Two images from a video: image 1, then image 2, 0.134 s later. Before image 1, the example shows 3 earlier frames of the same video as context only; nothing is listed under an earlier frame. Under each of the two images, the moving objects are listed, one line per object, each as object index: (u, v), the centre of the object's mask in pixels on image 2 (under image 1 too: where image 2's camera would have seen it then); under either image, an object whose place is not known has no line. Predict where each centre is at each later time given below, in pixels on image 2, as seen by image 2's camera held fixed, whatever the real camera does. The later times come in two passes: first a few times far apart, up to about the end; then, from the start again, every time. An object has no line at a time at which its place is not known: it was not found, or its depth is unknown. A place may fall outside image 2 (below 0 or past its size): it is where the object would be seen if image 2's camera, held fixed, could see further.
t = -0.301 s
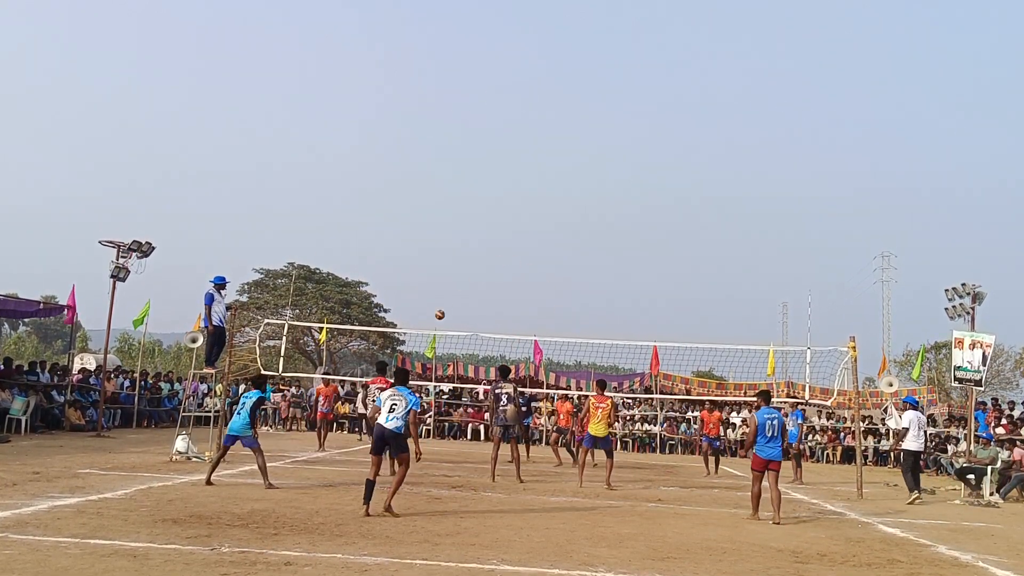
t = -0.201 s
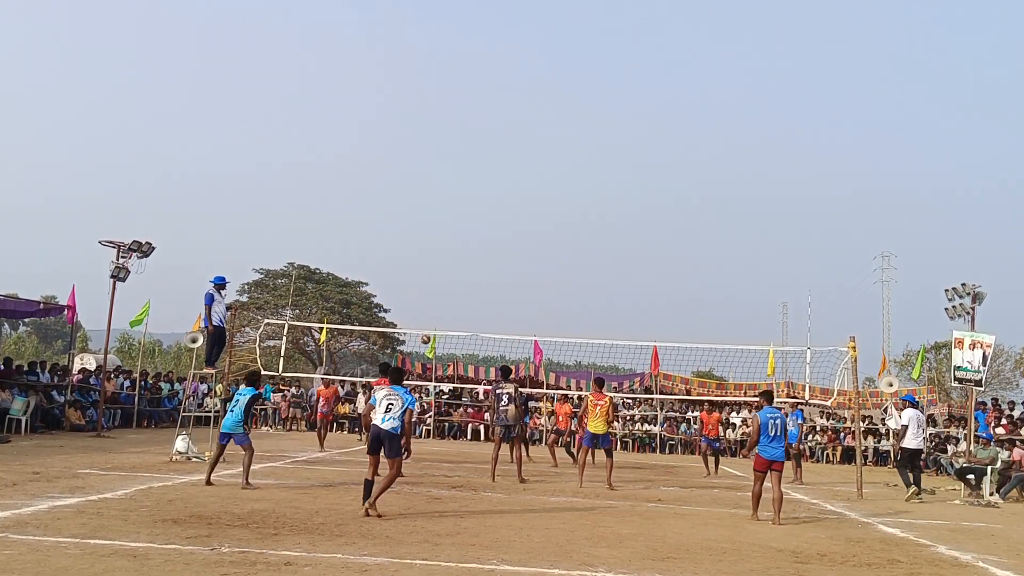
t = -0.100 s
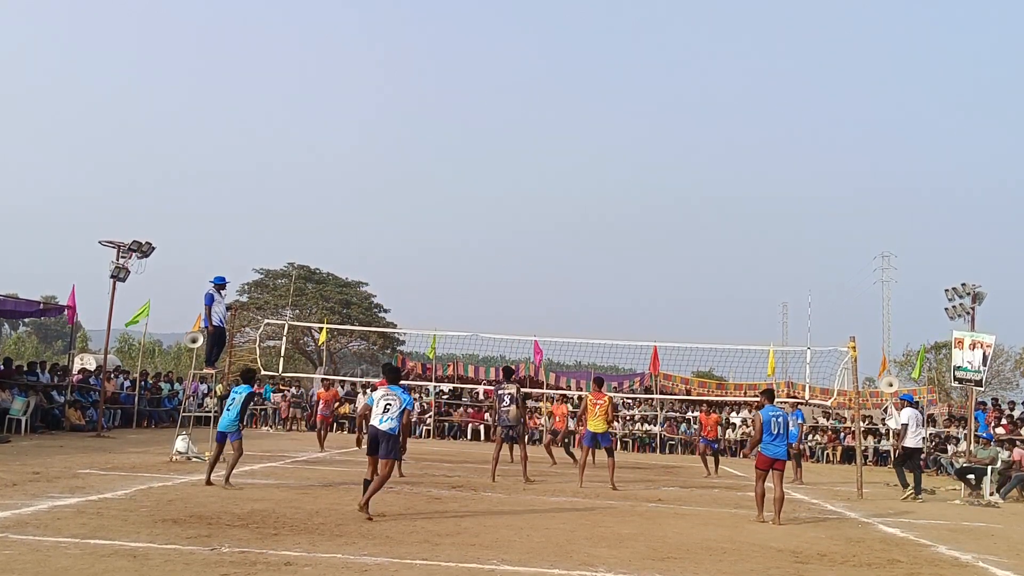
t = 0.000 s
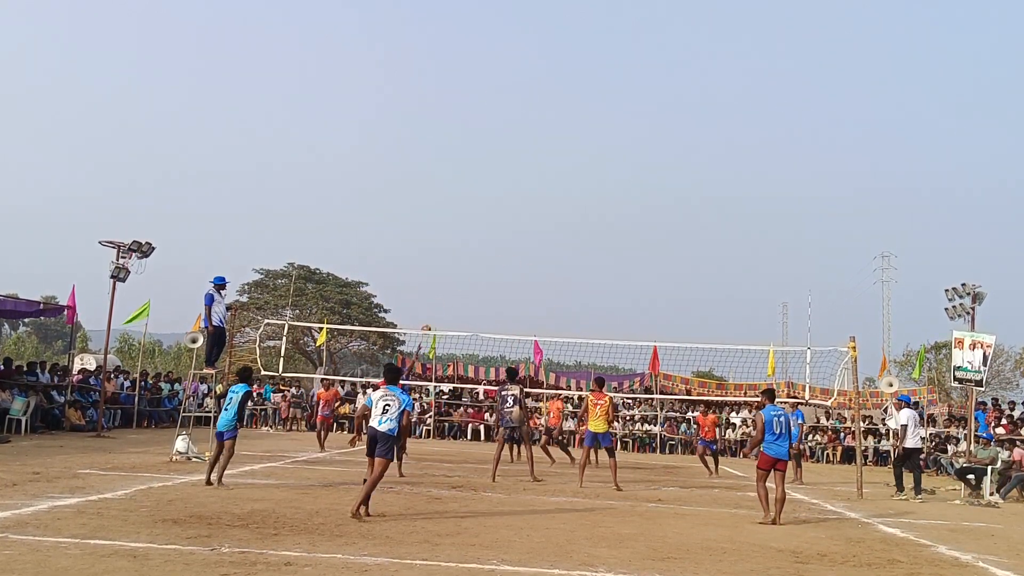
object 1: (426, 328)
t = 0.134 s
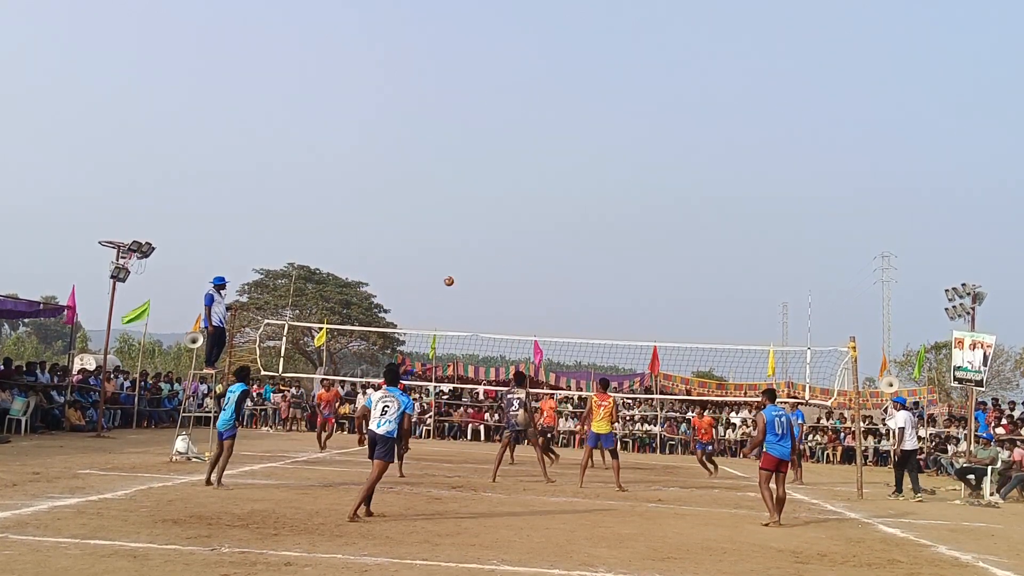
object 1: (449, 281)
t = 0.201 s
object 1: (460, 261)
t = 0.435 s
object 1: (499, 205)
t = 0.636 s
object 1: (530, 179)
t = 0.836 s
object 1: (560, 172)
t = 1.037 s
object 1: (589, 185)
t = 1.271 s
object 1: (620, 224)
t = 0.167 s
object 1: (454, 270)
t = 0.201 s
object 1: (460, 261)
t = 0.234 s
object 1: (466, 251)
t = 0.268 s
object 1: (471, 242)
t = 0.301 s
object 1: (477, 234)
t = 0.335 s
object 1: (482, 226)
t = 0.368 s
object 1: (488, 219)
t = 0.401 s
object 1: (494, 212)
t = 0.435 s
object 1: (499, 205)
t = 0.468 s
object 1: (504, 200)
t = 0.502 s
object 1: (510, 195)
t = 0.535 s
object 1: (515, 190)
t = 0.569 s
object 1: (520, 186)
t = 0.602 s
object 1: (525, 182)
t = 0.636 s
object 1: (530, 179)
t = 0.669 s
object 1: (536, 176)
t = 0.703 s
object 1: (541, 174)
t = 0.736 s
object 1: (546, 173)
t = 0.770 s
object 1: (551, 172)
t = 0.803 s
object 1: (555, 172)
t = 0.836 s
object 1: (560, 172)
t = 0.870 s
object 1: (565, 172)
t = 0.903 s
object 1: (570, 174)
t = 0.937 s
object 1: (574, 176)
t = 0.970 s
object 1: (579, 178)
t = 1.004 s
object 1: (584, 181)
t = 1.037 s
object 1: (589, 185)
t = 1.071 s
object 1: (593, 188)
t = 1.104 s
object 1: (598, 193)
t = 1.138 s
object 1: (602, 198)
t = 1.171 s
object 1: (606, 204)
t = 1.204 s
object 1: (611, 210)
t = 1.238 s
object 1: (615, 217)
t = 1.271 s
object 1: (620, 224)
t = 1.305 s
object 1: (624, 232)
